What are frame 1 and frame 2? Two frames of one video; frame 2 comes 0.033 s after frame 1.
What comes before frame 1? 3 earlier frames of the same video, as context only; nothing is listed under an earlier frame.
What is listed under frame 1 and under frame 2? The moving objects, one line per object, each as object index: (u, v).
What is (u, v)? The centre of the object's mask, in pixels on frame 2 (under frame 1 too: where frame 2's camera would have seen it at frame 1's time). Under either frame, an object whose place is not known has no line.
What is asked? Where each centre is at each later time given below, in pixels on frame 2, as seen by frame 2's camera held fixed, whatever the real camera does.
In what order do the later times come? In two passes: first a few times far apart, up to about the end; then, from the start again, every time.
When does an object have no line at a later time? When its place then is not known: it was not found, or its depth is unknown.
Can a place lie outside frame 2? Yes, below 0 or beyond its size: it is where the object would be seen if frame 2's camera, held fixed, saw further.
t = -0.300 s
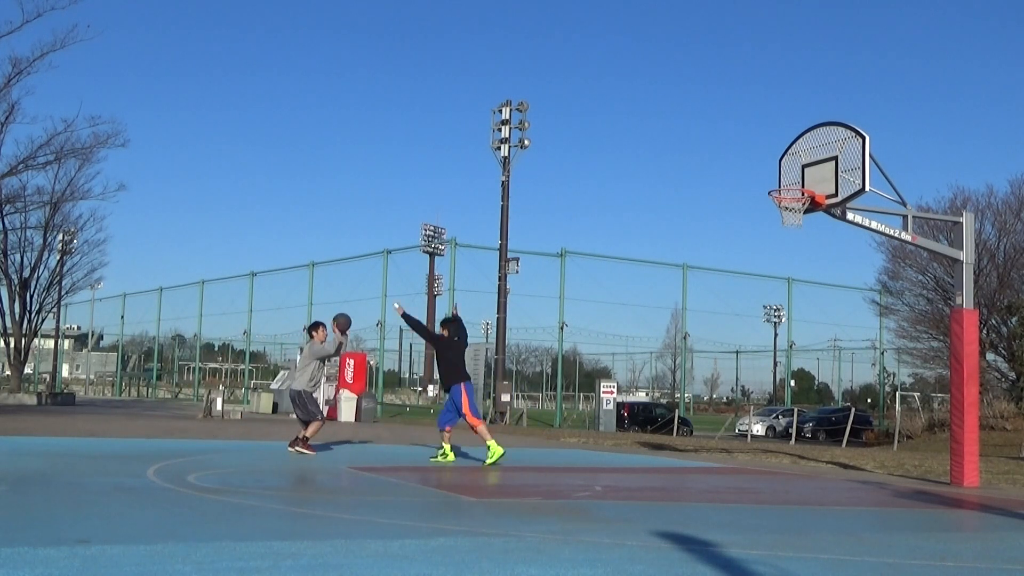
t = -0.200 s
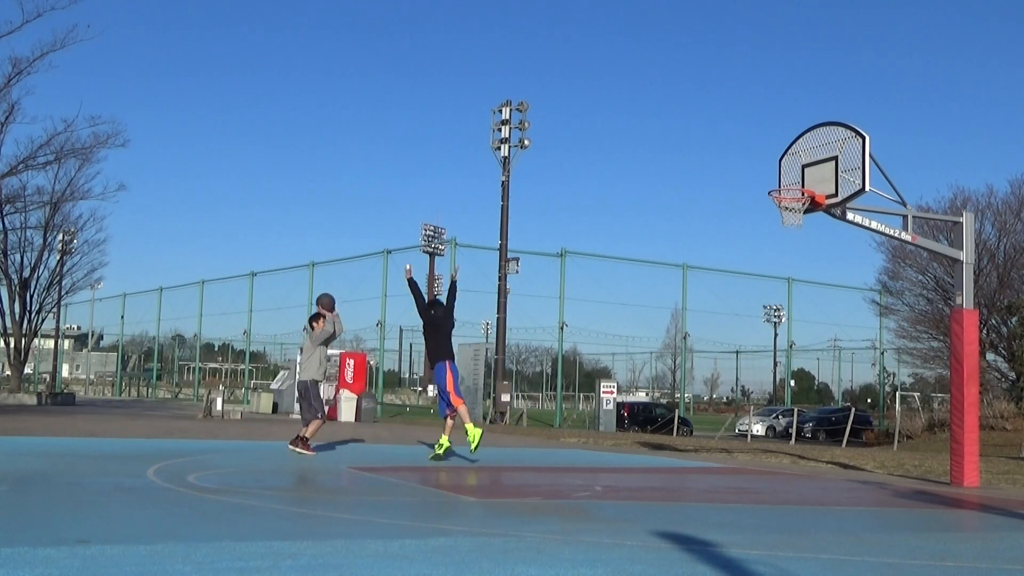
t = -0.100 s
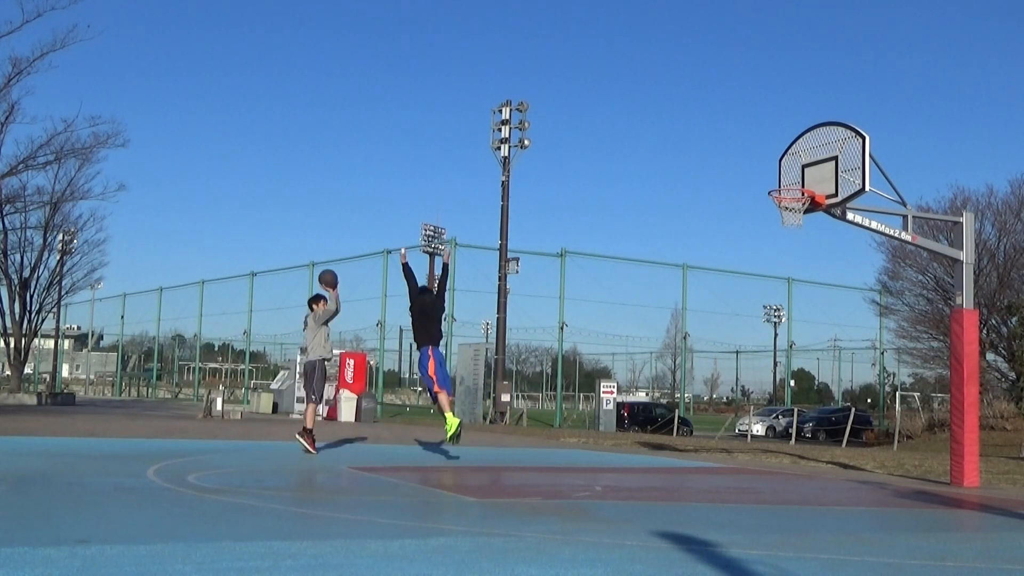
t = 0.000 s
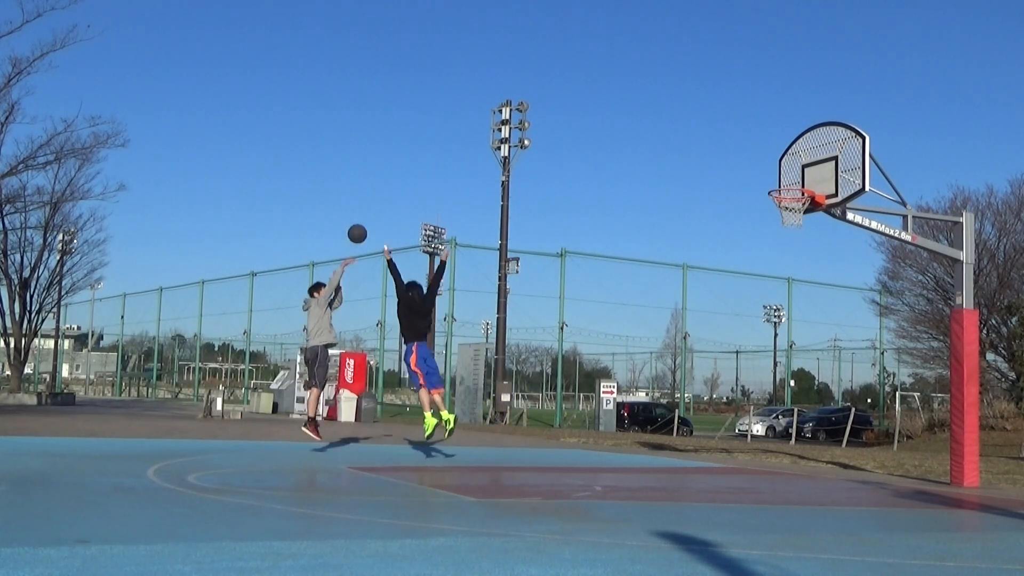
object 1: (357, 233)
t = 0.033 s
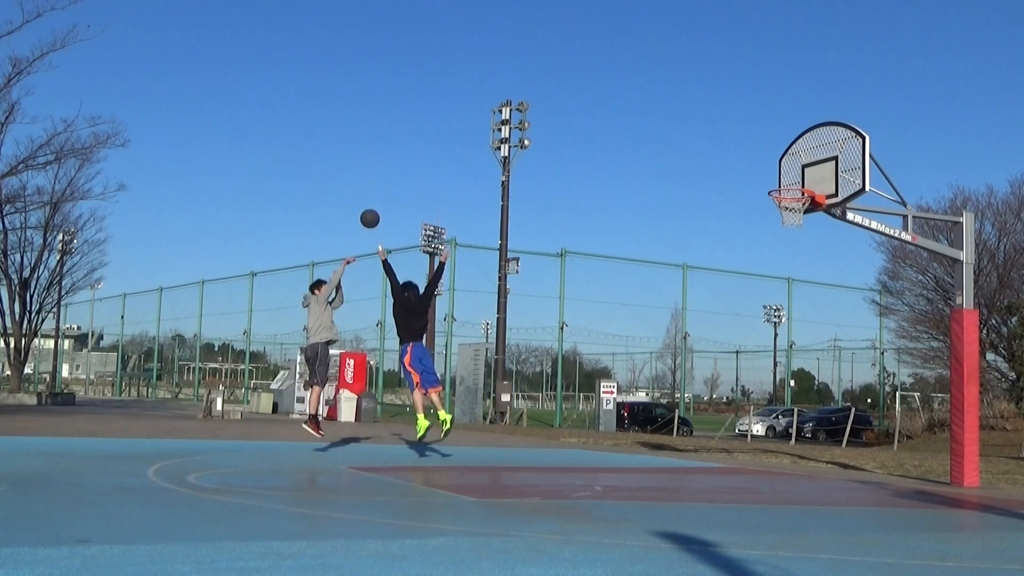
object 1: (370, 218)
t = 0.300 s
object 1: (472, 126)
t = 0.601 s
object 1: (590, 86)
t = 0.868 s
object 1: (701, 110)
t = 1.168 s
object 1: (783, 172)
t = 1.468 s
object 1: (660, 135)
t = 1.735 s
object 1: (544, 173)
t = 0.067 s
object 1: (382, 204)
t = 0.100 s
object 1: (395, 191)
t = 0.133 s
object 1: (408, 178)
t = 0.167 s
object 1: (421, 166)
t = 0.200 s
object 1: (433, 155)
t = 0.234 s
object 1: (446, 145)
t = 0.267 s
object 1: (459, 135)
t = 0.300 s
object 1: (472, 126)
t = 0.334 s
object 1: (485, 118)
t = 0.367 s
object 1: (497, 111)
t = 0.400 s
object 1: (511, 105)
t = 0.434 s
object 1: (524, 100)
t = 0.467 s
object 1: (537, 95)
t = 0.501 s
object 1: (550, 91)
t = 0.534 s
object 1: (563, 88)
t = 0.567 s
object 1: (577, 87)
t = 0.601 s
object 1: (590, 86)
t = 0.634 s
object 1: (604, 85)
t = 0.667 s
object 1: (617, 86)
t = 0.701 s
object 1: (631, 88)
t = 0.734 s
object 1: (645, 90)
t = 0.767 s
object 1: (659, 94)
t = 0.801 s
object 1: (672, 98)
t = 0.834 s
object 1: (687, 104)
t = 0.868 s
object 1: (701, 110)
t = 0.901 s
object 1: (715, 118)
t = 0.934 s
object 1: (730, 126)
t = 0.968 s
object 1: (744, 136)
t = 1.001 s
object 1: (759, 147)
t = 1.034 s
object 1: (773, 158)
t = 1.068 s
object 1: (788, 171)
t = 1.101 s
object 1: (804, 182)
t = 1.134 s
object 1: (797, 179)
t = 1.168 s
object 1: (783, 172)
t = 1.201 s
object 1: (769, 164)
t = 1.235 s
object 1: (756, 157)
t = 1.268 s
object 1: (743, 151)
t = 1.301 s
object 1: (729, 146)
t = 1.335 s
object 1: (716, 142)
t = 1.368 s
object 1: (702, 139)
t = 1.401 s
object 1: (688, 137)
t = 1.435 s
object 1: (674, 135)
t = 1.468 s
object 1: (660, 135)
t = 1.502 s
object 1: (646, 136)
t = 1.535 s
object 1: (632, 138)
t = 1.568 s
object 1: (618, 141)
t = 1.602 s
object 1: (603, 145)
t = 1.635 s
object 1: (589, 151)
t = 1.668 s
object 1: (574, 157)
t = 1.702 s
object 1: (559, 164)
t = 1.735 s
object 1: (544, 173)
